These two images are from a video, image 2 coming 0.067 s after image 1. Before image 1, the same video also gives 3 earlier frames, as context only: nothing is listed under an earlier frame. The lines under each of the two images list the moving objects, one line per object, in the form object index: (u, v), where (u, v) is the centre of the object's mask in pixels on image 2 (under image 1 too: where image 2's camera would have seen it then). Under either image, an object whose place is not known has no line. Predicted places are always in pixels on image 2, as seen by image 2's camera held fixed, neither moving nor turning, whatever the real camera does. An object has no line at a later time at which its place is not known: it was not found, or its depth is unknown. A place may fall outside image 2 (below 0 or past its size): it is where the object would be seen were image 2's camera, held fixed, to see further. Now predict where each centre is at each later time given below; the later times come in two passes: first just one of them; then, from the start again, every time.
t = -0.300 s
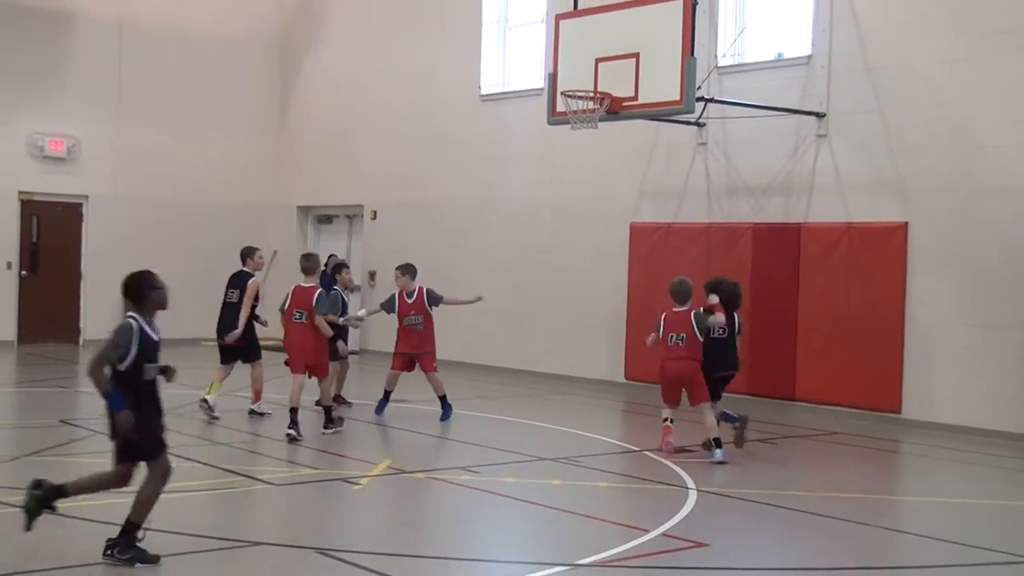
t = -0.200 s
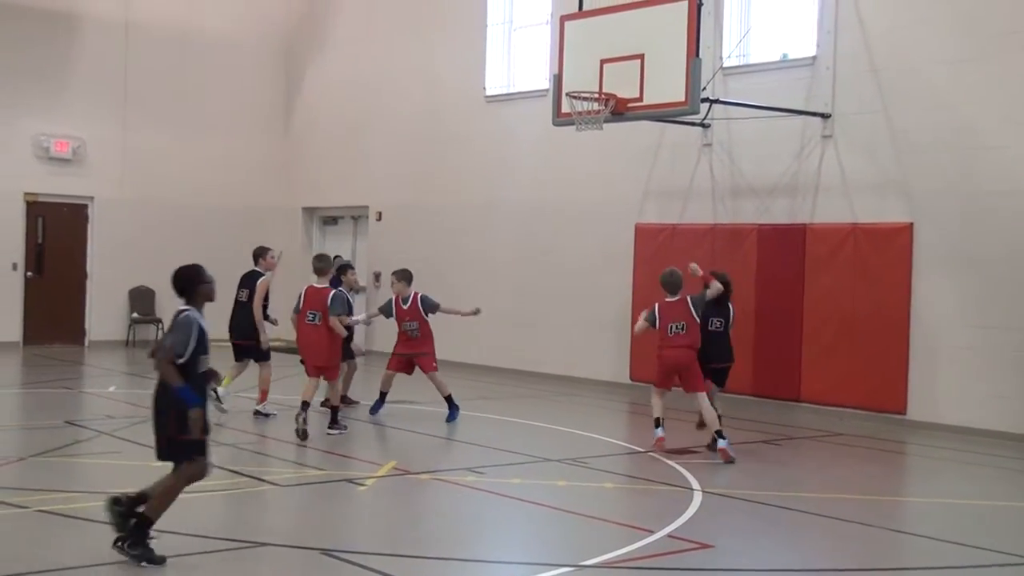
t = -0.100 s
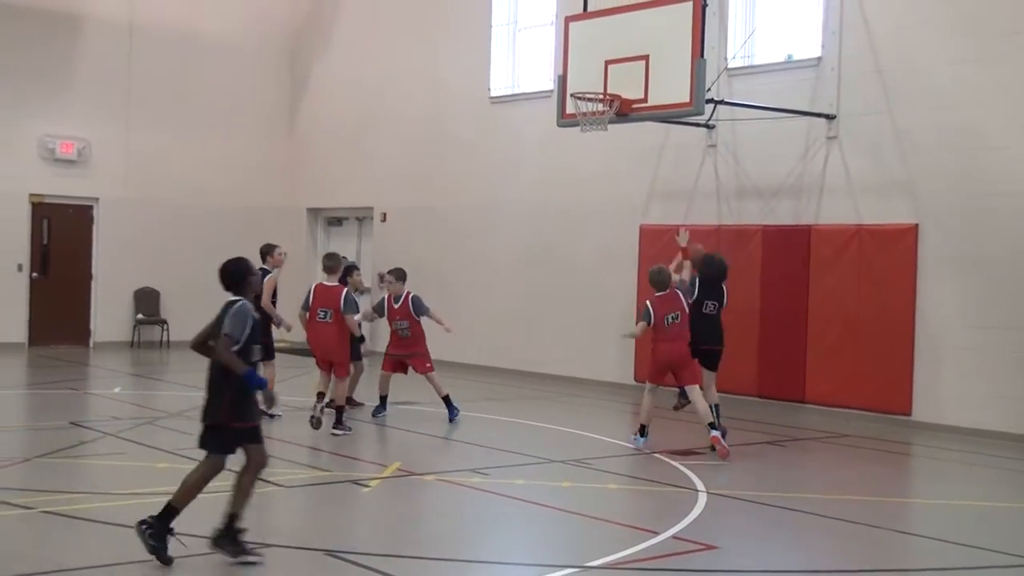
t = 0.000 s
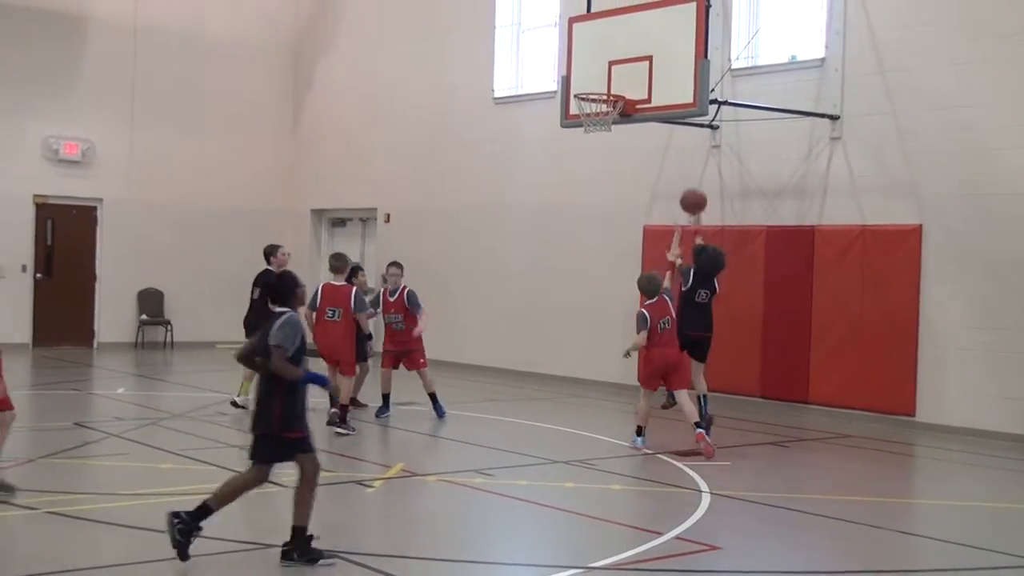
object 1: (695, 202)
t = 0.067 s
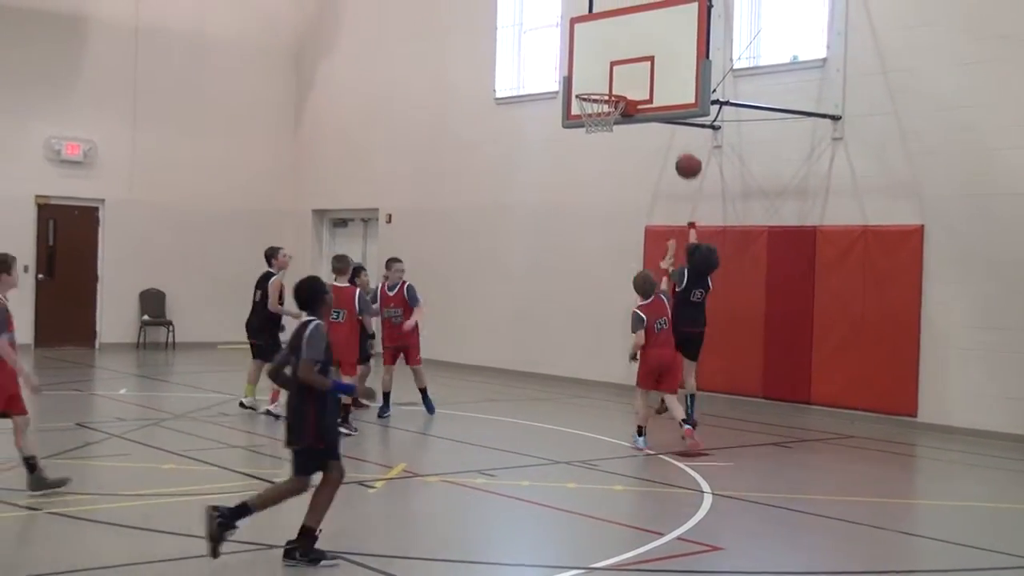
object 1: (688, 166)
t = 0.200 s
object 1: (675, 112)
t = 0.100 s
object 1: (685, 150)
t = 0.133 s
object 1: (682, 137)
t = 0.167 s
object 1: (678, 127)
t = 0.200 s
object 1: (675, 112)
